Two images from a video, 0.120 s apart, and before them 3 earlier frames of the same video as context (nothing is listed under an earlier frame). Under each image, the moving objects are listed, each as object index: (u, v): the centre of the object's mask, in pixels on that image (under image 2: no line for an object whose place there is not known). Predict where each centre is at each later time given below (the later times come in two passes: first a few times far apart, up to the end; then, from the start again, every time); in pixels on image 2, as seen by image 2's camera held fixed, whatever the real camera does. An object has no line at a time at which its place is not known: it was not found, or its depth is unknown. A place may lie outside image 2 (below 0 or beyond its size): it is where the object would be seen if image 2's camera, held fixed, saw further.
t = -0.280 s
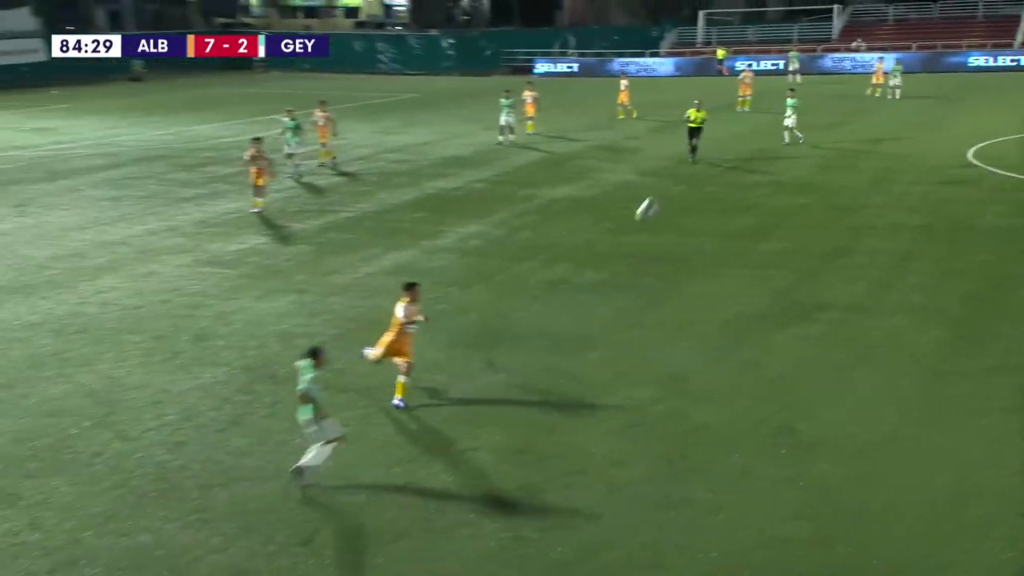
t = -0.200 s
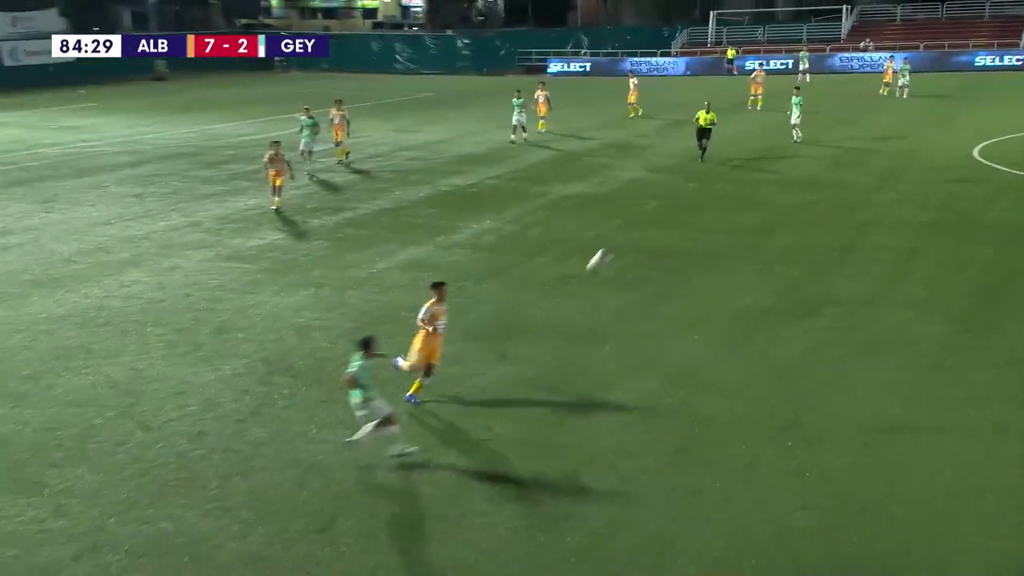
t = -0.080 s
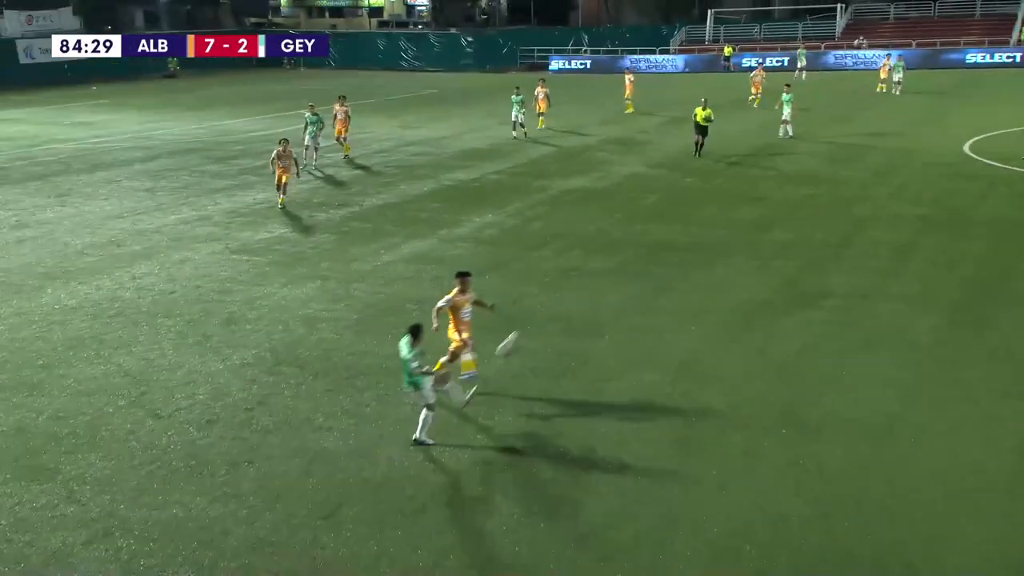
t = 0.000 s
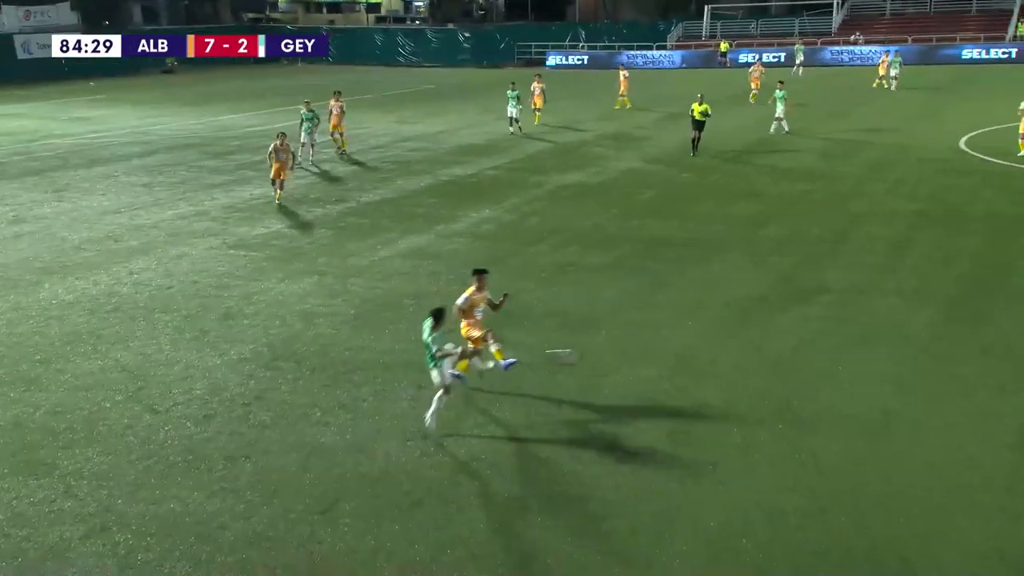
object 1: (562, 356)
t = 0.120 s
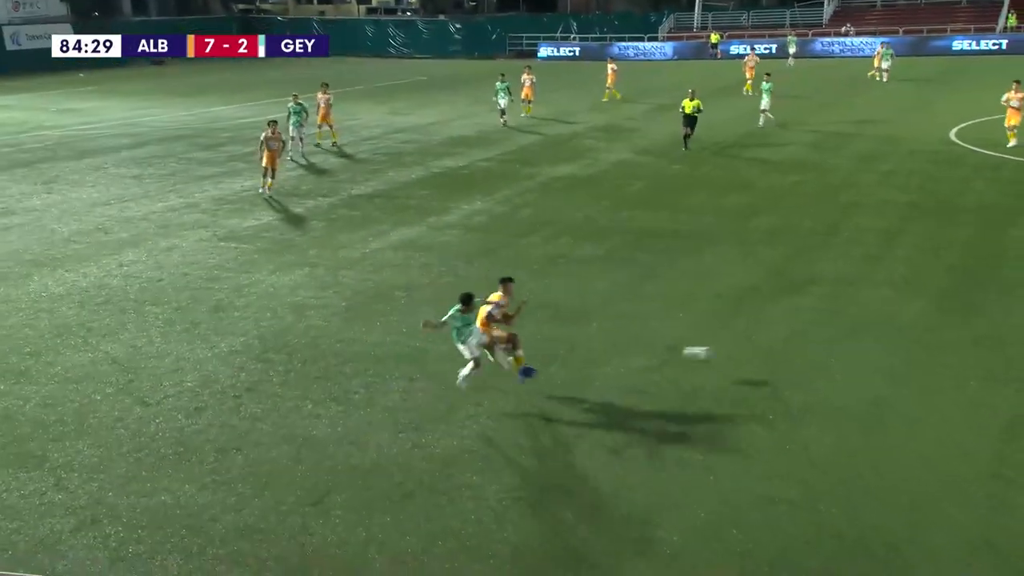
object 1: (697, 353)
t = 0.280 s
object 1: (860, 339)
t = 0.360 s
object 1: (928, 322)
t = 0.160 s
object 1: (745, 358)
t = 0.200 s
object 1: (791, 361)
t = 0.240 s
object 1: (826, 350)
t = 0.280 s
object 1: (860, 339)
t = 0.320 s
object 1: (895, 329)
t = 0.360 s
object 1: (928, 322)
